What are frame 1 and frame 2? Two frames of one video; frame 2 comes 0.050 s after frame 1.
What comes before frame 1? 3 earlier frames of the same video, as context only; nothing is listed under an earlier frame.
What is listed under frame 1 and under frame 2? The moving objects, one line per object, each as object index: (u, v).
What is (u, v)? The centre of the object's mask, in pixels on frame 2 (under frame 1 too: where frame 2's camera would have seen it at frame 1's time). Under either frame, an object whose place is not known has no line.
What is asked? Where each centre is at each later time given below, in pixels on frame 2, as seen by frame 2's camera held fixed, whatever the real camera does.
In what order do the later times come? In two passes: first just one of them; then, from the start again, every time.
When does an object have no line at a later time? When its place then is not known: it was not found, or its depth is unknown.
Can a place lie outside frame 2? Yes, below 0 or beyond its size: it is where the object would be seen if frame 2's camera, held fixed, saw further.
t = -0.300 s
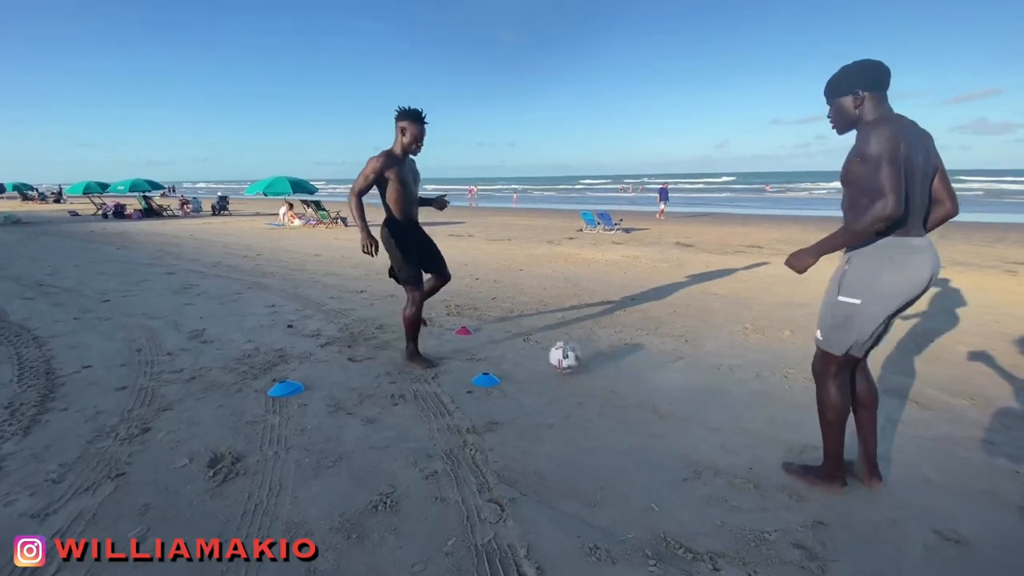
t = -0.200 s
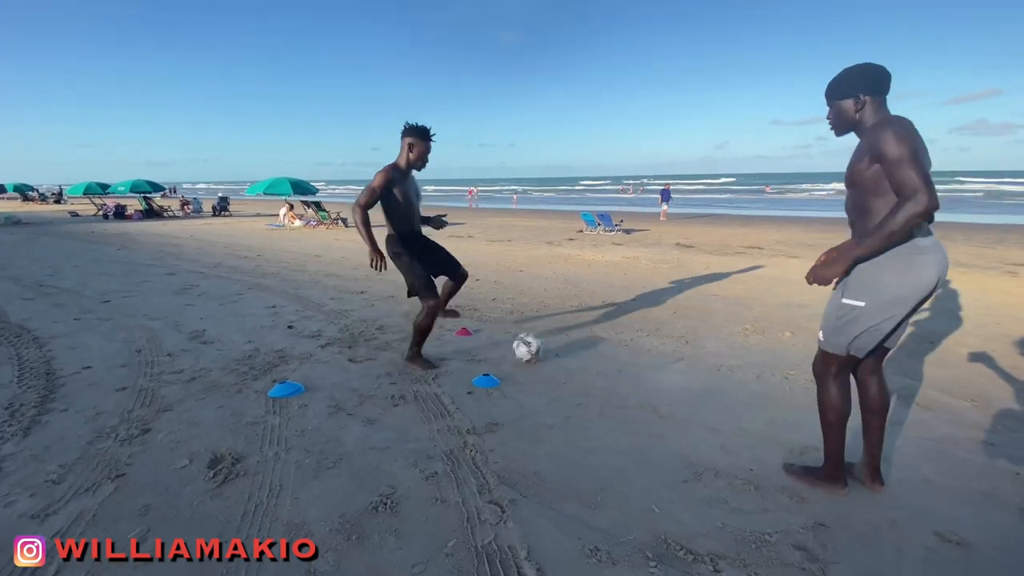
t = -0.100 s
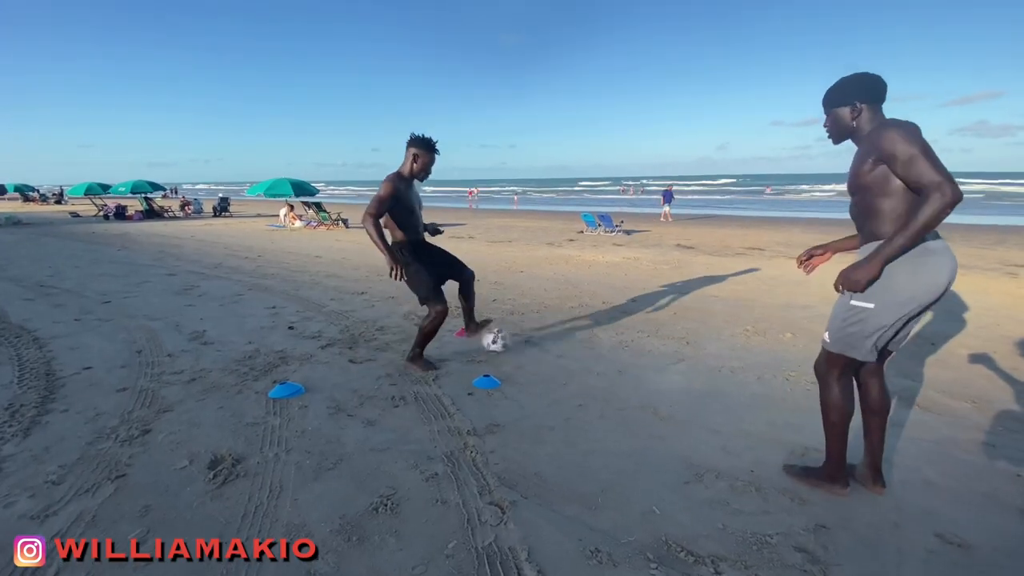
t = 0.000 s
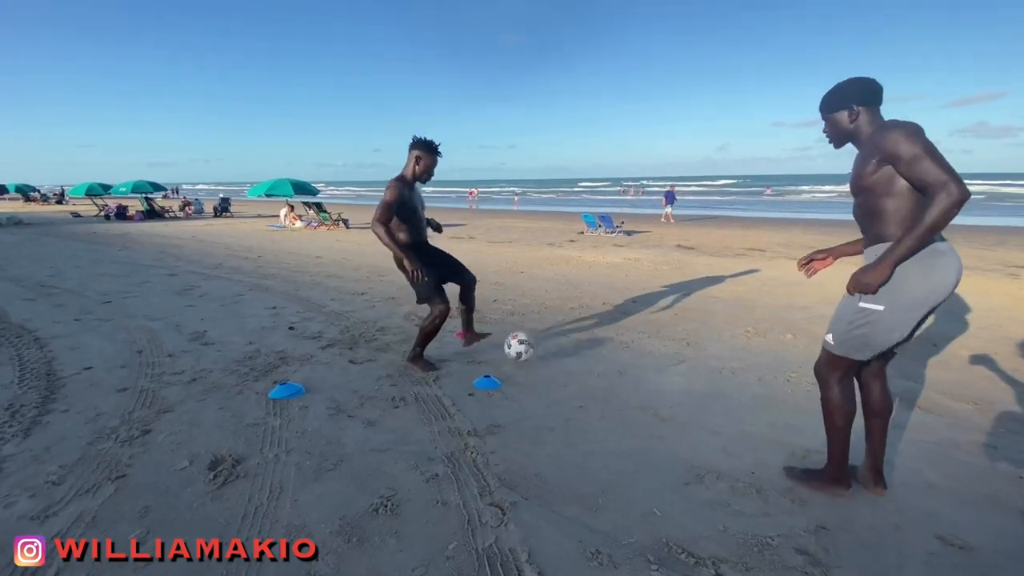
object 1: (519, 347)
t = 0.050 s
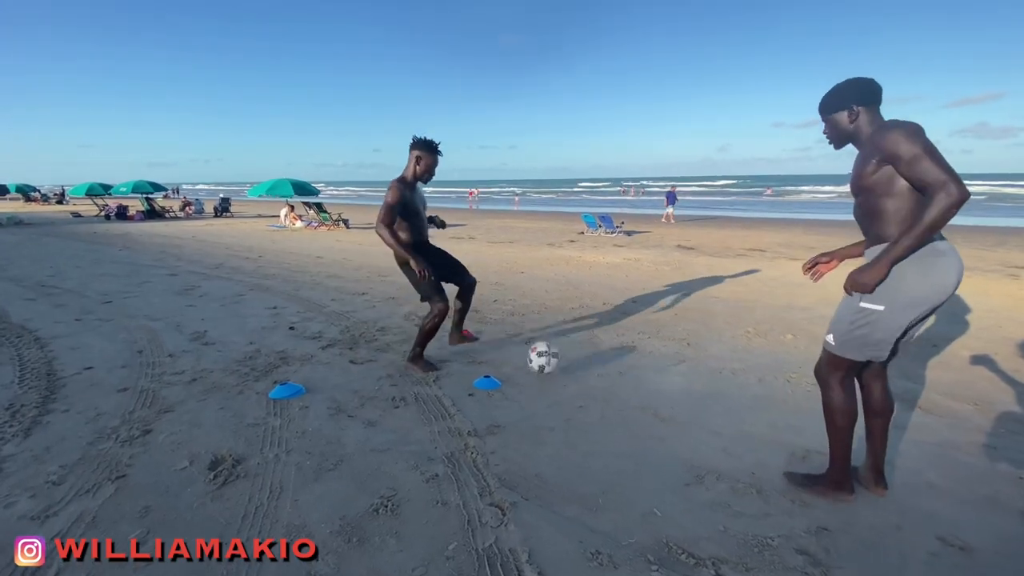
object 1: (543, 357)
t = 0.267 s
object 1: (658, 405)
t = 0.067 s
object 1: (551, 362)
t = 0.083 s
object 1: (561, 367)
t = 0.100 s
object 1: (570, 373)
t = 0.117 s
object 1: (580, 380)
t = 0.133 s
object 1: (589, 384)
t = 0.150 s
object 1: (597, 386)
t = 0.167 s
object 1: (604, 387)
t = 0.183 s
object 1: (612, 389)
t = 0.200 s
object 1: (621, 391)
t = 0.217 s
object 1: (630, 393)
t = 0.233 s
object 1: (640, 396)
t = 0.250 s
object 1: (649, 400)
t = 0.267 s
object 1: (658, 405)
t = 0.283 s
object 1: (668, 410)
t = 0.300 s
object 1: (679, 415)
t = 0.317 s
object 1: (690, 422)
